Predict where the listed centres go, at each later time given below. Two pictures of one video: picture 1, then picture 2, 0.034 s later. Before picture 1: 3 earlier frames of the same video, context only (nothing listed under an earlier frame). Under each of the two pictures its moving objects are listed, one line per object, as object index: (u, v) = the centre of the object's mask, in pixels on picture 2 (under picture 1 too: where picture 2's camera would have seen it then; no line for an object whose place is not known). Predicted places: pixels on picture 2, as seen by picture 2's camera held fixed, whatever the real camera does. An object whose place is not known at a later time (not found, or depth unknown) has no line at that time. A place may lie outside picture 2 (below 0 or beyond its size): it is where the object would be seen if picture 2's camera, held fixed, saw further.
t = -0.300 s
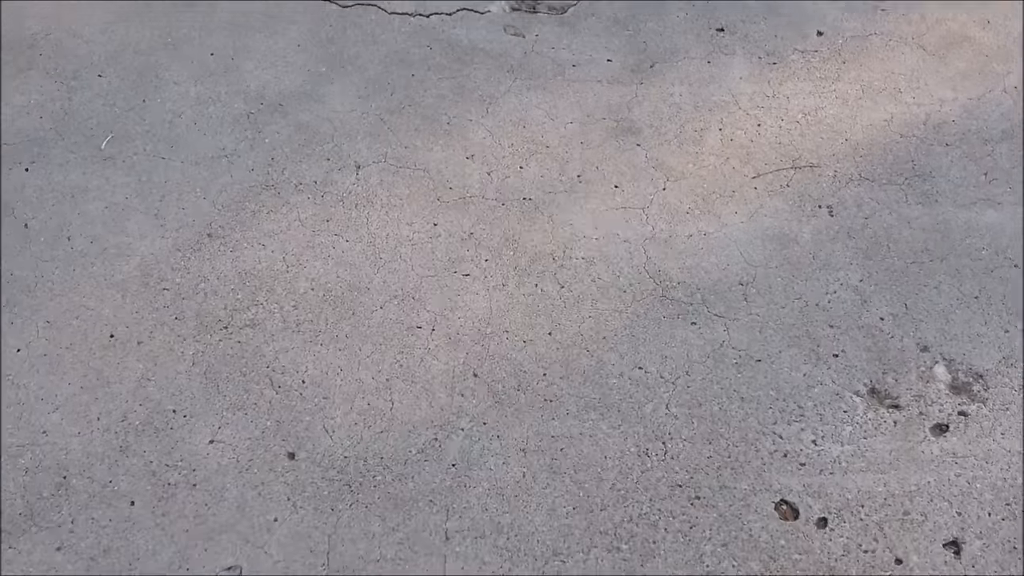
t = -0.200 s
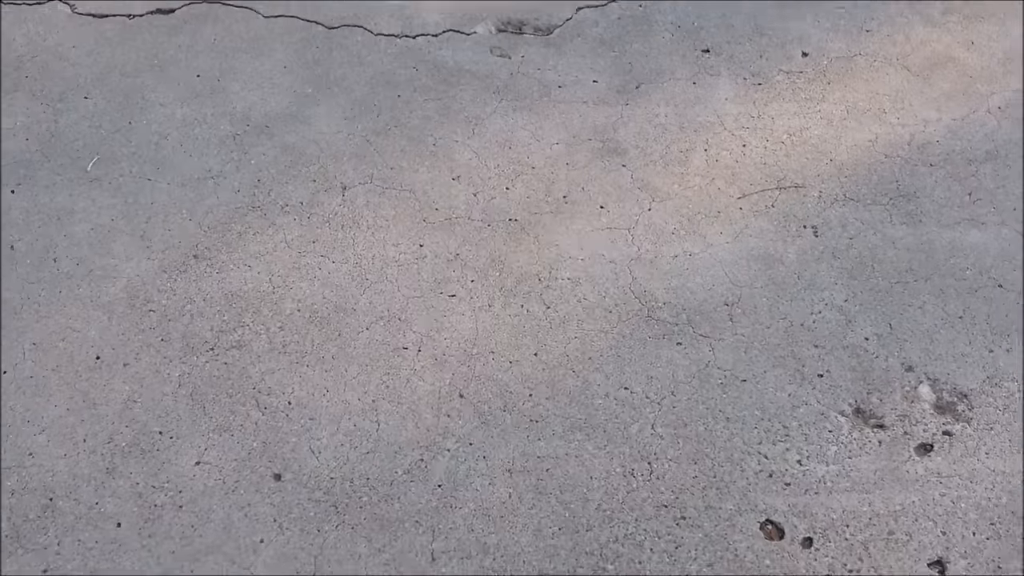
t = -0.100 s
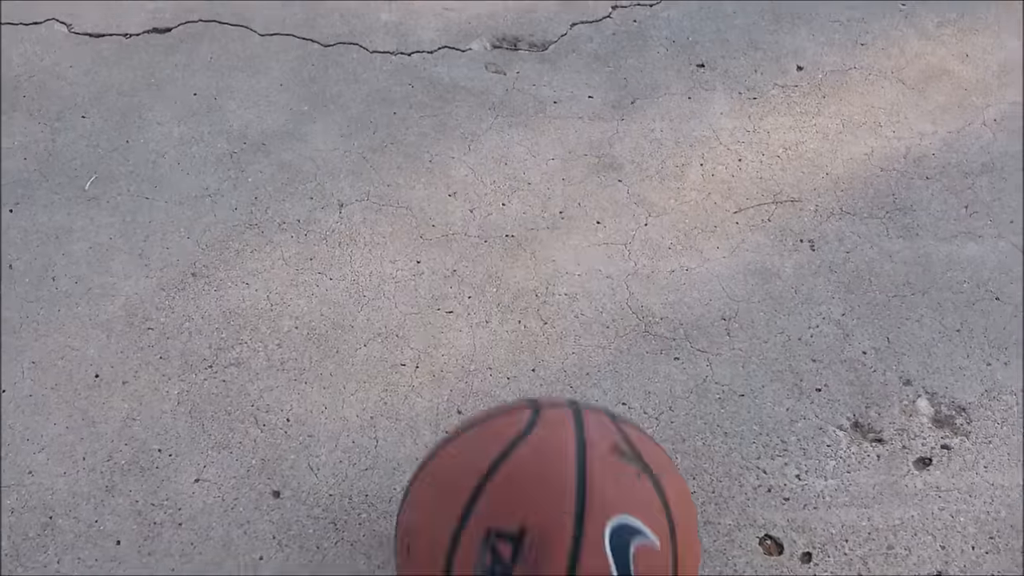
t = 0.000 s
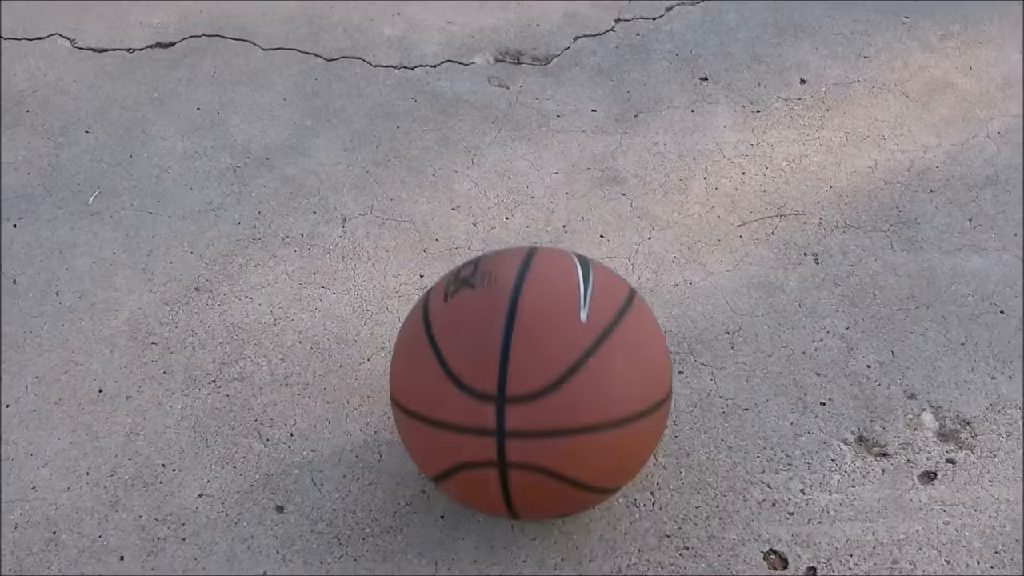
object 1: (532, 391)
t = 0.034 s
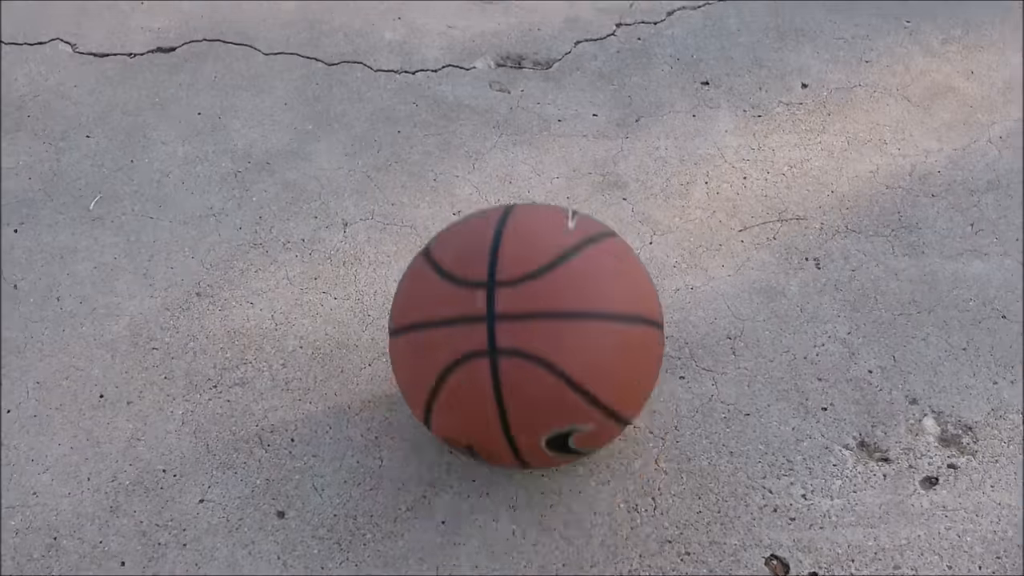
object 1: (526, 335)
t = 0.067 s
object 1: (520, 284)
